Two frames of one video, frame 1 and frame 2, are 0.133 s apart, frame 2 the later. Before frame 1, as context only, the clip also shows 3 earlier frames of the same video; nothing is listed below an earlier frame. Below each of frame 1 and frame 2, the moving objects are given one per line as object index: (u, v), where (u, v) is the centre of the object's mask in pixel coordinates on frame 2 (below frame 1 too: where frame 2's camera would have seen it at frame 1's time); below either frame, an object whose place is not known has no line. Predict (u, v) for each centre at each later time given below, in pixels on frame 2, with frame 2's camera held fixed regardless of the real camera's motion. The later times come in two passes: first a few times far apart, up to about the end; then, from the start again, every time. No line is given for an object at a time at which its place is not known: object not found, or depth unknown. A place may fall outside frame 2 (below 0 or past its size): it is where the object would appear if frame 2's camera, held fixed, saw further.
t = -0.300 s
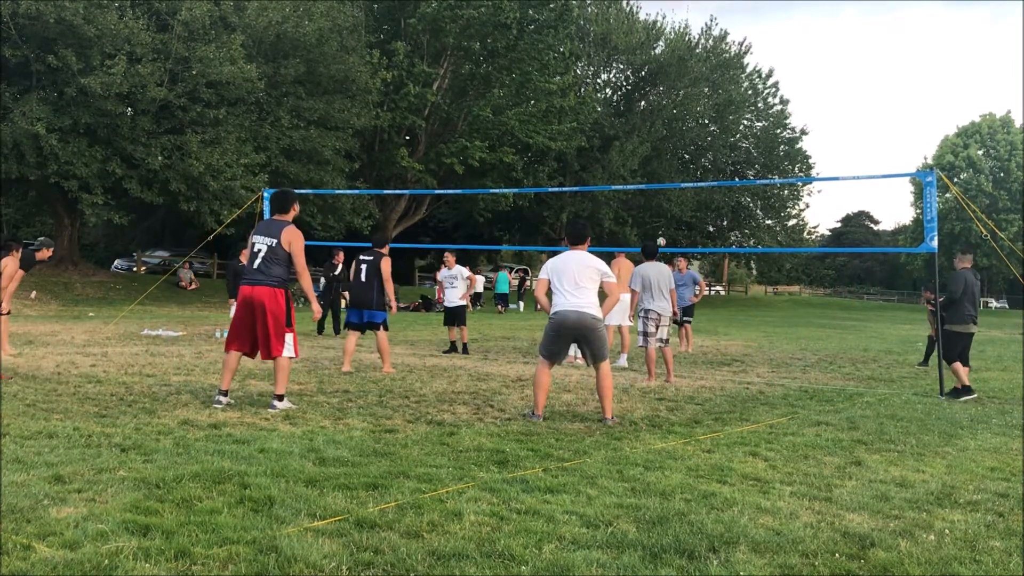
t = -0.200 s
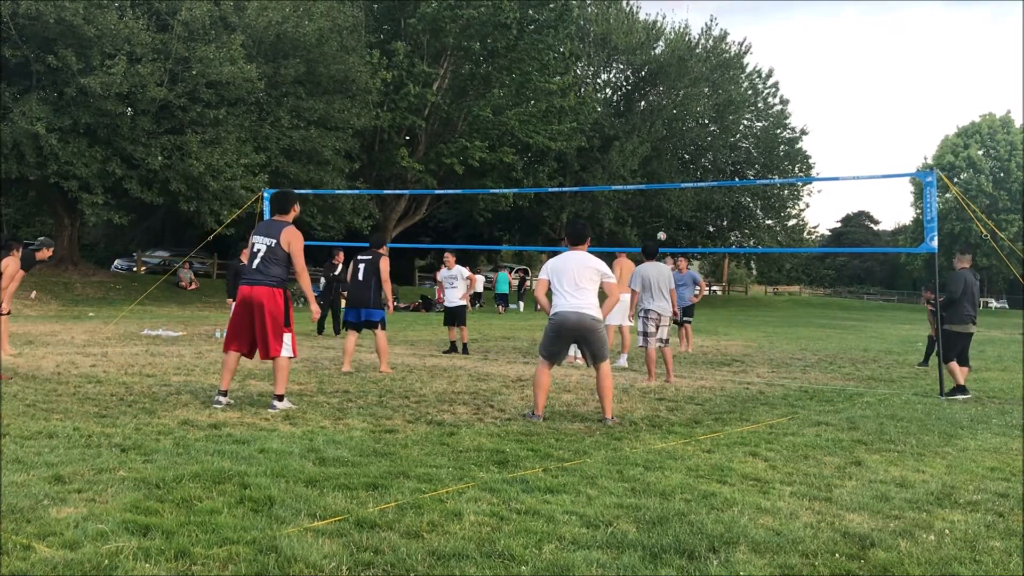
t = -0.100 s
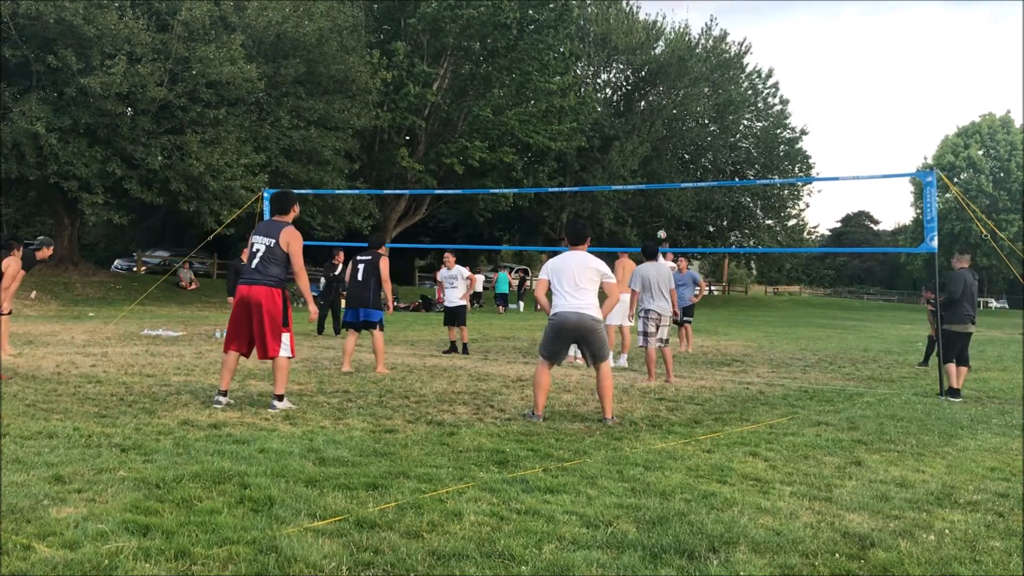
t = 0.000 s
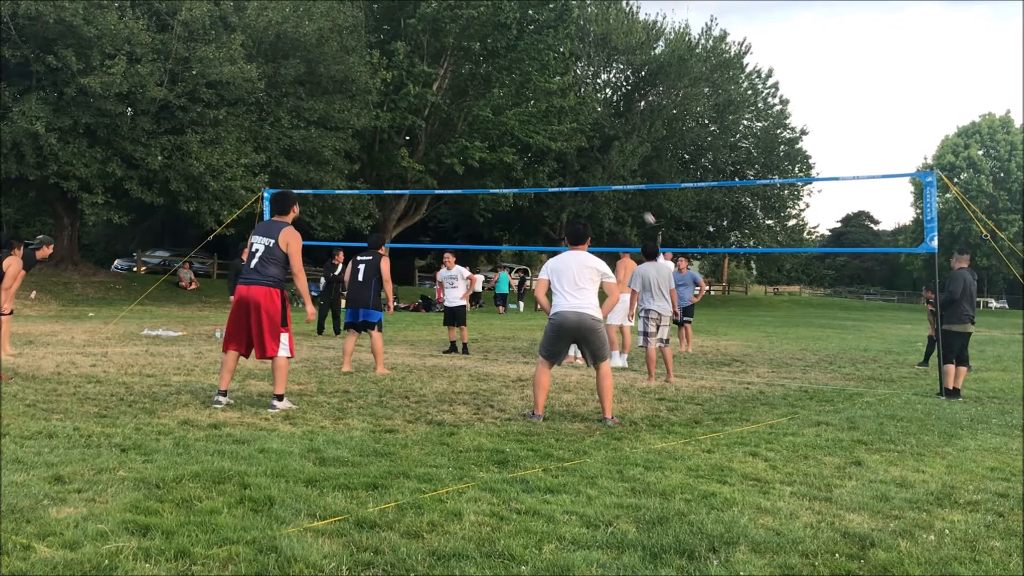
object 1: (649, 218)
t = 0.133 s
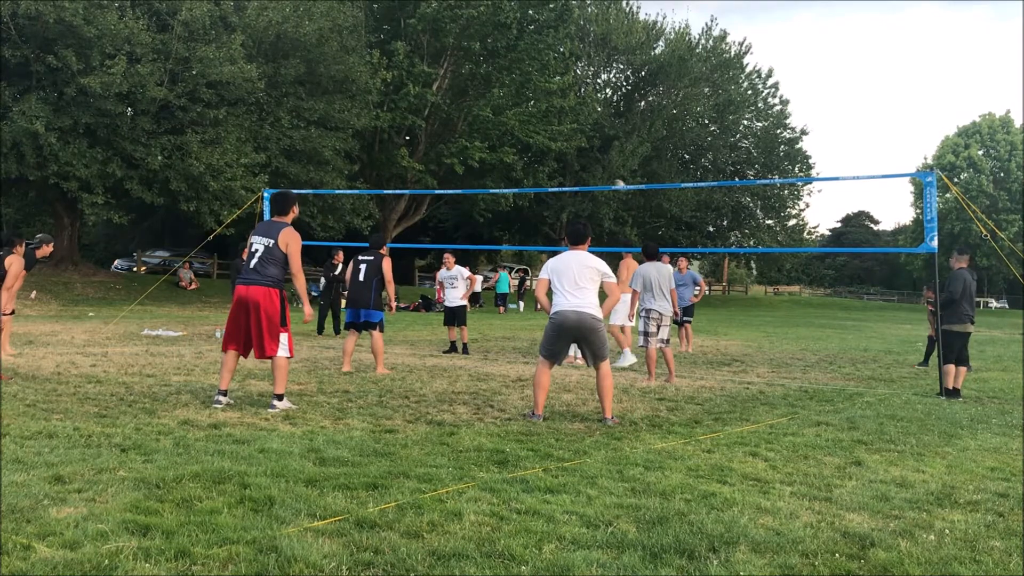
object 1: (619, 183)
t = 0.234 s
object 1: (596, 165)
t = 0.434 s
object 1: (538, 137)
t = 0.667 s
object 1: (460, 136)
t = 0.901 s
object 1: (360, 180)
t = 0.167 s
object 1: (612, 178)
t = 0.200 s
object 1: (604, 171)
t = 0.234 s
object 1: (596, 165)
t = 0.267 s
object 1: (586, 159)
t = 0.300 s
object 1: (577, 153)
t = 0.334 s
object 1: (567, 148)
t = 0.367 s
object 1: (558, 144)
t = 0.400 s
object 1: (548, 140)
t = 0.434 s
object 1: (538, 137)
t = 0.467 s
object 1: (527, 135)
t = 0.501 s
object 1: (517, 133)
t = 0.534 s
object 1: (506, 132)
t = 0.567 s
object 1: (495, 132)
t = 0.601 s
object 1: (484, 133)
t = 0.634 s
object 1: (472, 134)
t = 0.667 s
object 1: (460, 136)
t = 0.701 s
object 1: (447, 139)
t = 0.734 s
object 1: (435, 143)
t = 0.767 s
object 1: (421, 149)
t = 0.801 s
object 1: (406, 155)
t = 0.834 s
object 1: (391, 163)
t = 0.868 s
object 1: (376, 172)
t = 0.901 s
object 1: (360, 180)
